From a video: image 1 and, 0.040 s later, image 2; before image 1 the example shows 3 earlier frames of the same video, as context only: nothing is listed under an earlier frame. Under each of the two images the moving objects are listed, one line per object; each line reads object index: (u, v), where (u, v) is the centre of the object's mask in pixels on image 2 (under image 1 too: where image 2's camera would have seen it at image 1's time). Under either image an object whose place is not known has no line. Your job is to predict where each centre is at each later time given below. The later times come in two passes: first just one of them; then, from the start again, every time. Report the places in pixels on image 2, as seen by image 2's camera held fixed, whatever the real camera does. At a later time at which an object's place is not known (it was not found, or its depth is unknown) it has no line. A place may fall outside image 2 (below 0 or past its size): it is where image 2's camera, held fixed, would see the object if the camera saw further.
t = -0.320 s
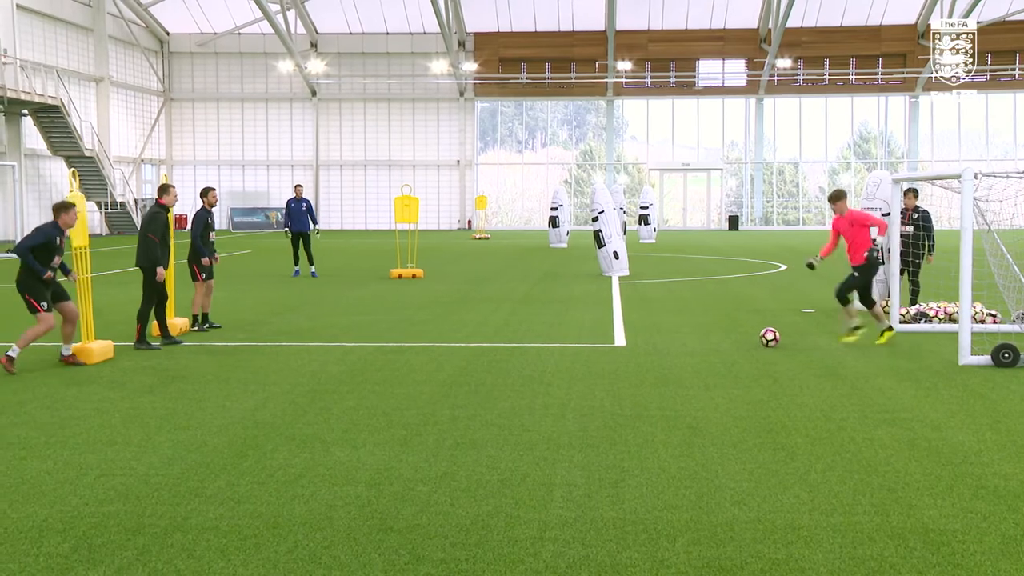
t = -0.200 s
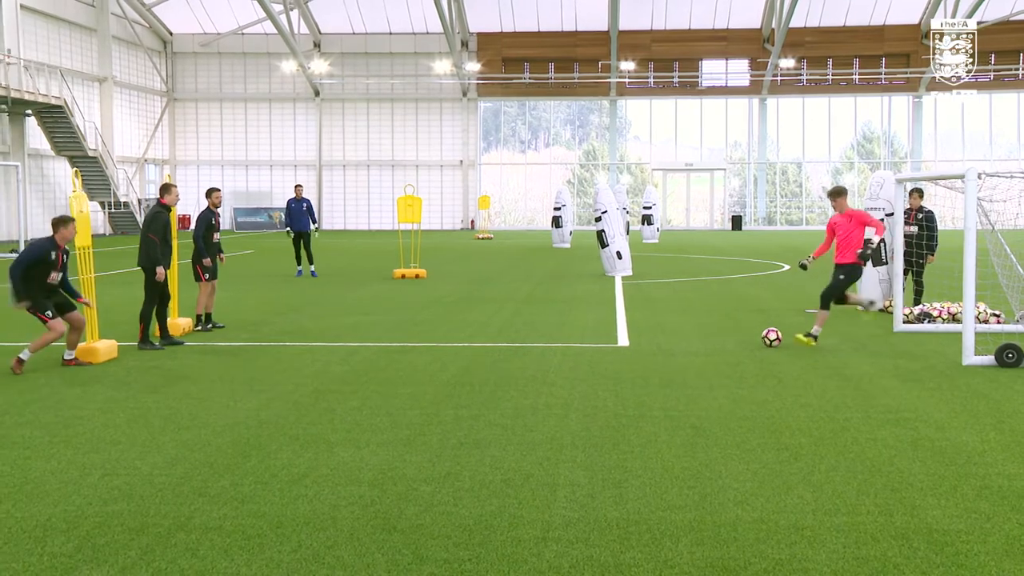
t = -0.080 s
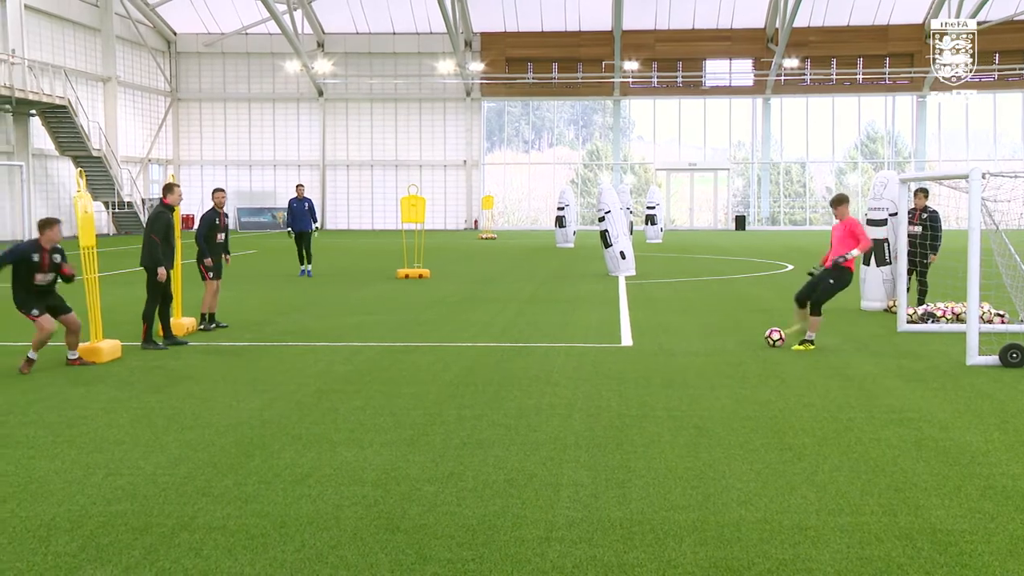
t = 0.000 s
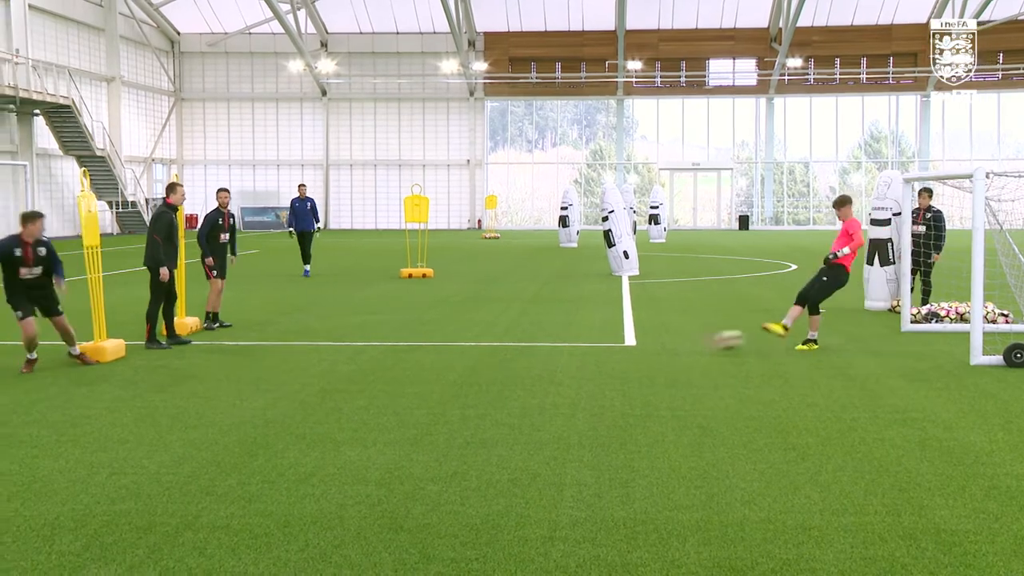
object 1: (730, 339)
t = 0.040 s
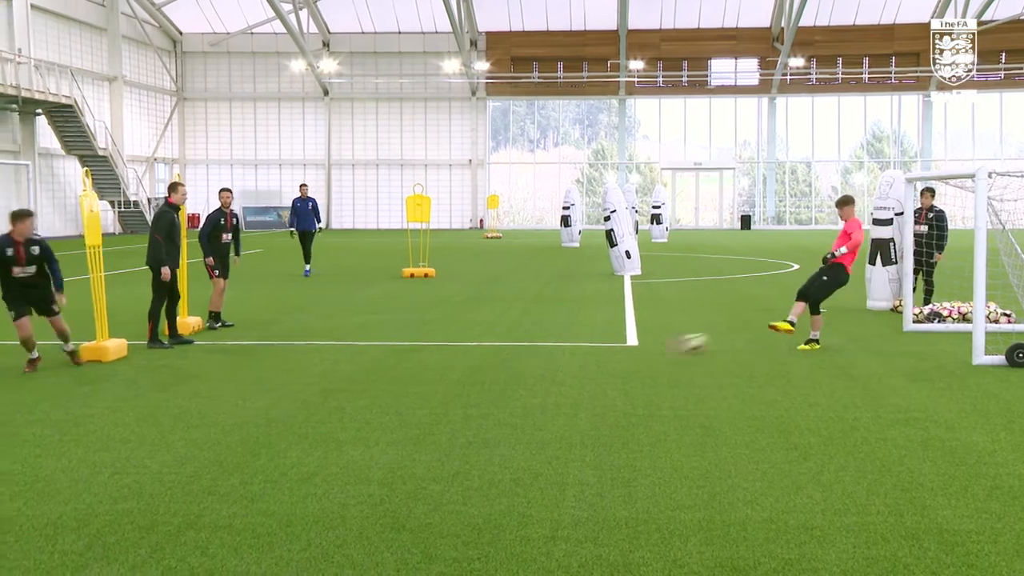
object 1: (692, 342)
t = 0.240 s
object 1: (479, 380)
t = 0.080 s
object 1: (653, 350)
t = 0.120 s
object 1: (612, 358)
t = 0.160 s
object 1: (568, 372)
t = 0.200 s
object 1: (525, 374)
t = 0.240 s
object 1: (479, 380)
